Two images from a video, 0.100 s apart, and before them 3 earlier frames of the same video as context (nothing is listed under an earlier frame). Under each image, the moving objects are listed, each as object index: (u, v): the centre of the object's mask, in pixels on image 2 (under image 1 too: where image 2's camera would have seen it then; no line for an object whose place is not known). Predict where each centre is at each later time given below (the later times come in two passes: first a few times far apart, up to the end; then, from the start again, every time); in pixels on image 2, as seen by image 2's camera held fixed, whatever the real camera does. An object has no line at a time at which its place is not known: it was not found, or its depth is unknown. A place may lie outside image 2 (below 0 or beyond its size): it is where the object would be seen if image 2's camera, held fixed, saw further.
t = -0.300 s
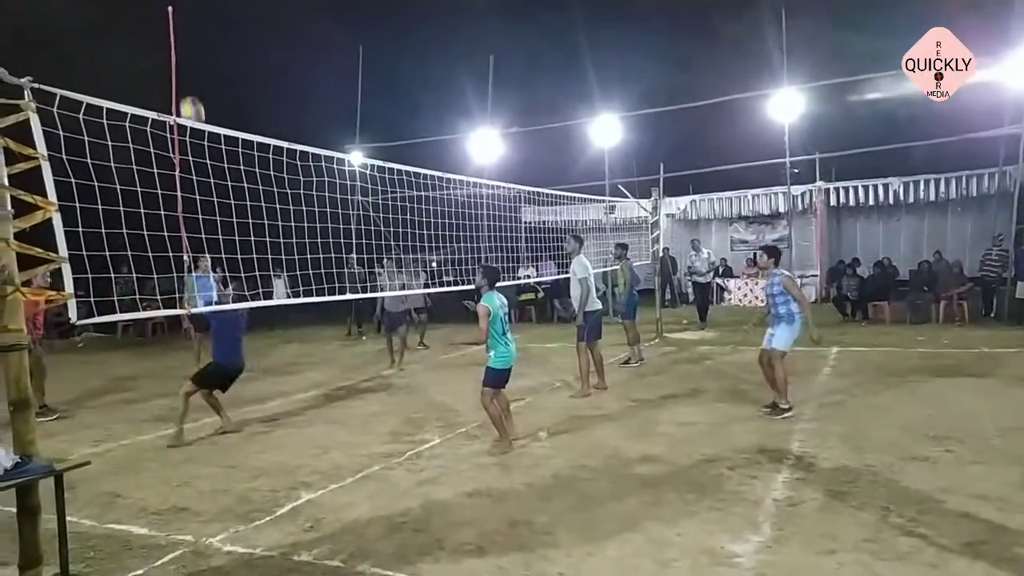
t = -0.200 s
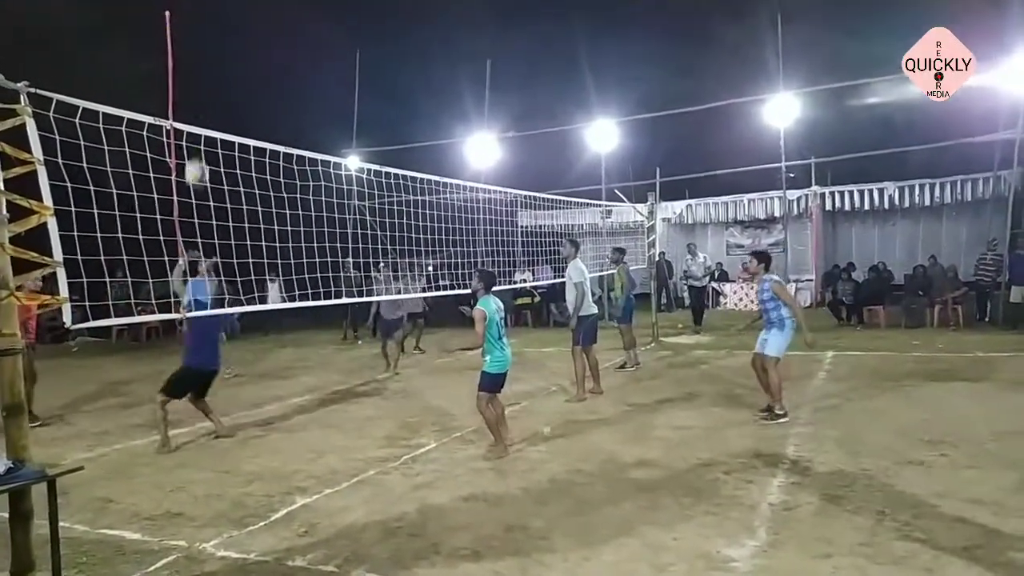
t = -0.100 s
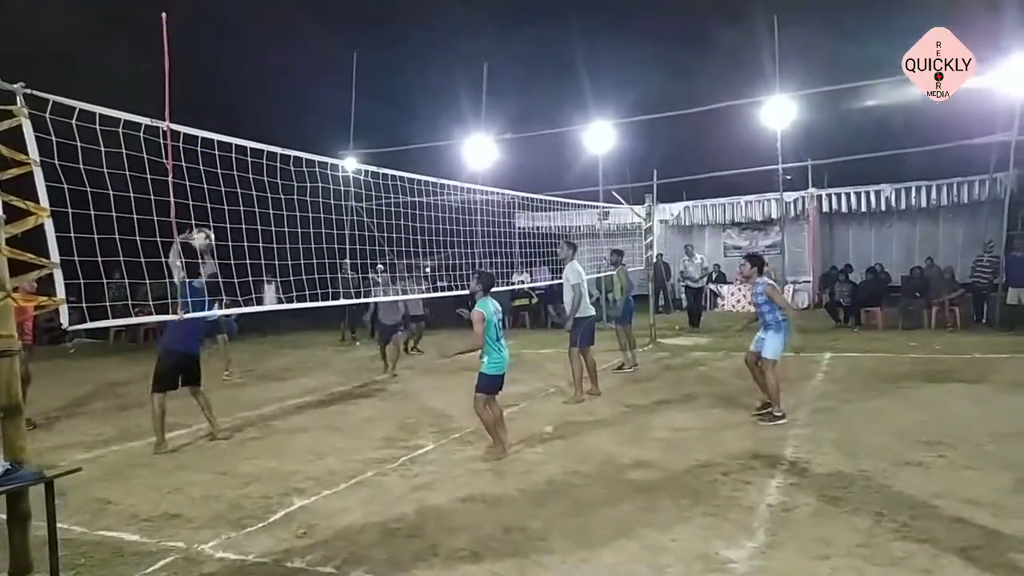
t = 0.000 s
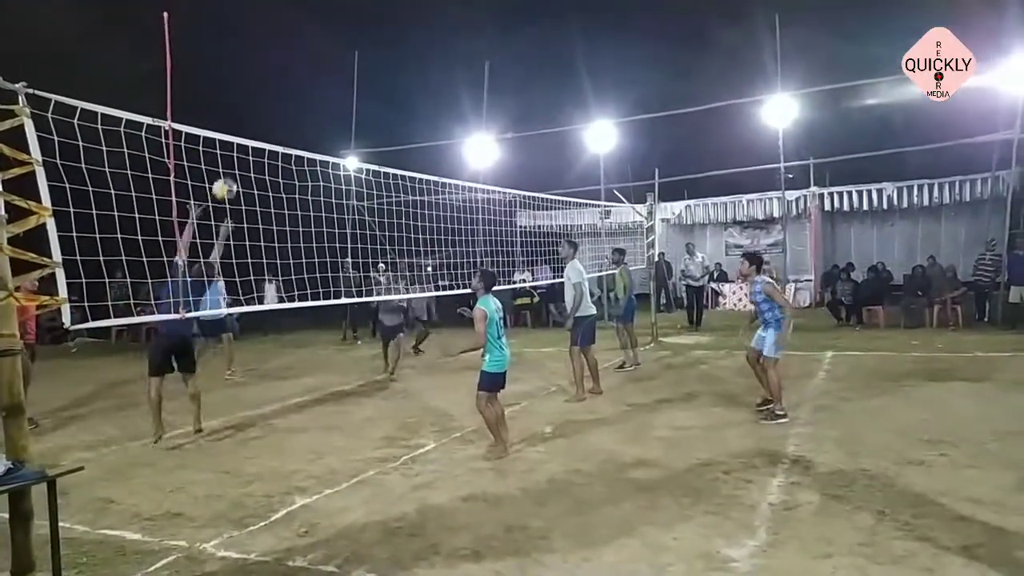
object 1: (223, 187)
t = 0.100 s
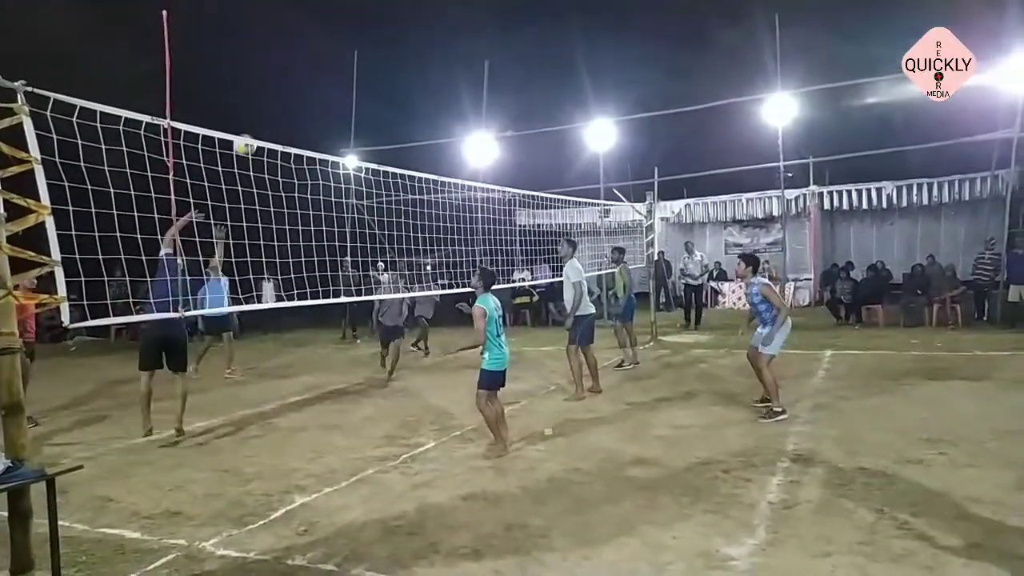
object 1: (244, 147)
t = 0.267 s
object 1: (277, 101)
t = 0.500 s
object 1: (318, 90)
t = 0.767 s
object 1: (359, 128)
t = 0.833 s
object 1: (370, 144)
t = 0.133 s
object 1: (252, 131)
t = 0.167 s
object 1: (258, 124)
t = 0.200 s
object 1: (264, 115)
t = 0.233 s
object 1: (270, 108)
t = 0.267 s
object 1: (277, 101)
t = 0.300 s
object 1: (283, 96)
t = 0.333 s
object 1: (289, 93)
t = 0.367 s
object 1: (295, 91)
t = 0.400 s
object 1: (301, 89)
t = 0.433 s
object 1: (306, 87)
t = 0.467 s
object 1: (312, 88)
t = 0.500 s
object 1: (318, 90)
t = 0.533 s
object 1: (323, 91)
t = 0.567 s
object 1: (328, 94)
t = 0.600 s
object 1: (334, 98)
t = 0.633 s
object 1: (339, 103)
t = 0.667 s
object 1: (344, 108)
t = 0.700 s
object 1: (350, 114)
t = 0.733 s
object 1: (354, 120)
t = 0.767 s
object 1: (359, 128)
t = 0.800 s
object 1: (364, 136)
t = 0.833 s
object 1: (370, 144)
